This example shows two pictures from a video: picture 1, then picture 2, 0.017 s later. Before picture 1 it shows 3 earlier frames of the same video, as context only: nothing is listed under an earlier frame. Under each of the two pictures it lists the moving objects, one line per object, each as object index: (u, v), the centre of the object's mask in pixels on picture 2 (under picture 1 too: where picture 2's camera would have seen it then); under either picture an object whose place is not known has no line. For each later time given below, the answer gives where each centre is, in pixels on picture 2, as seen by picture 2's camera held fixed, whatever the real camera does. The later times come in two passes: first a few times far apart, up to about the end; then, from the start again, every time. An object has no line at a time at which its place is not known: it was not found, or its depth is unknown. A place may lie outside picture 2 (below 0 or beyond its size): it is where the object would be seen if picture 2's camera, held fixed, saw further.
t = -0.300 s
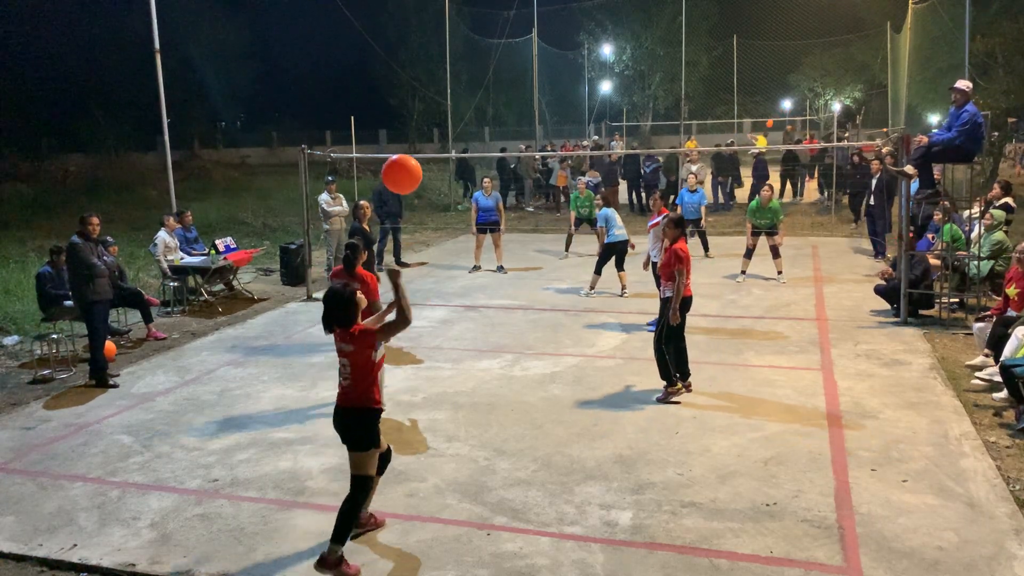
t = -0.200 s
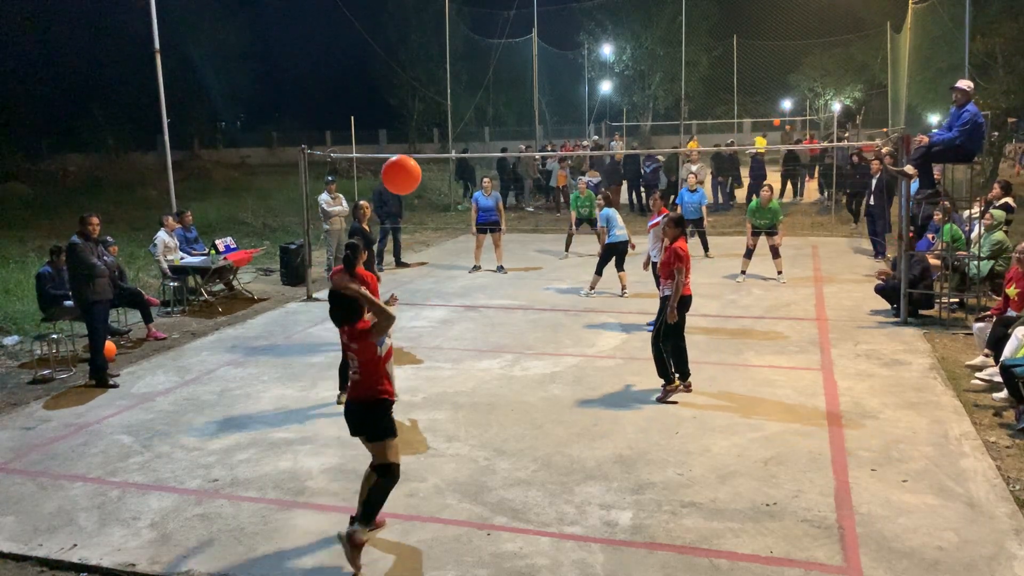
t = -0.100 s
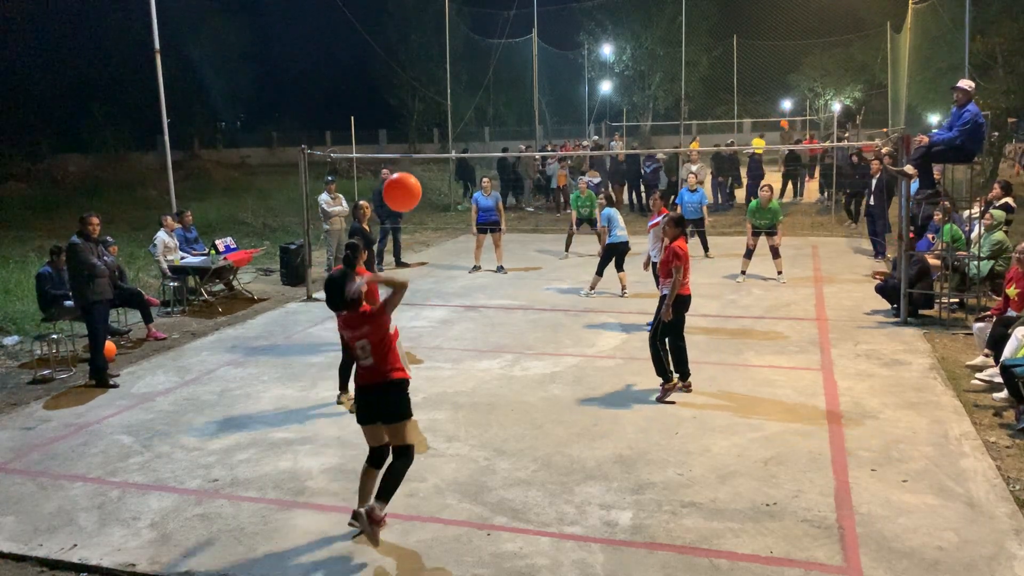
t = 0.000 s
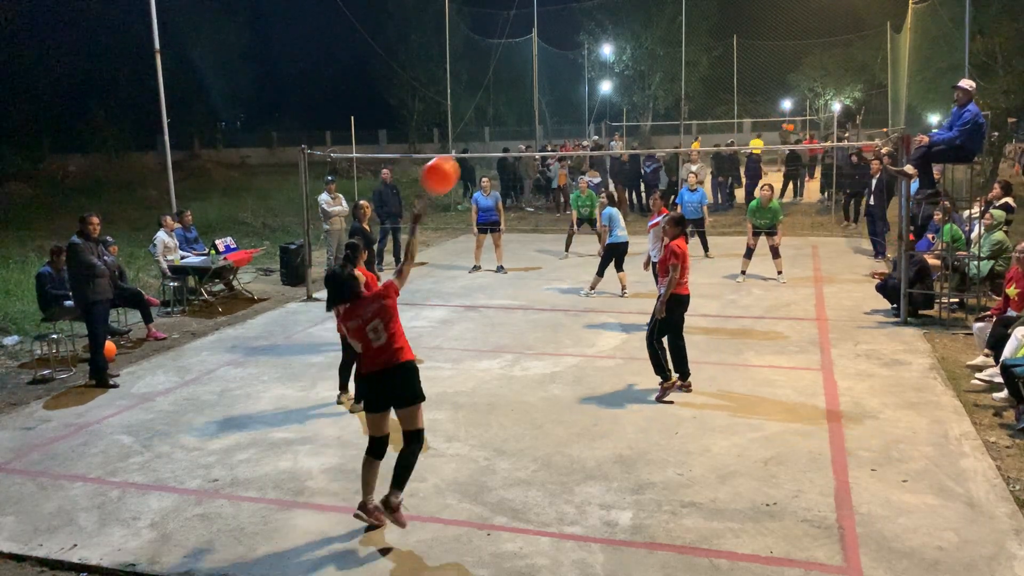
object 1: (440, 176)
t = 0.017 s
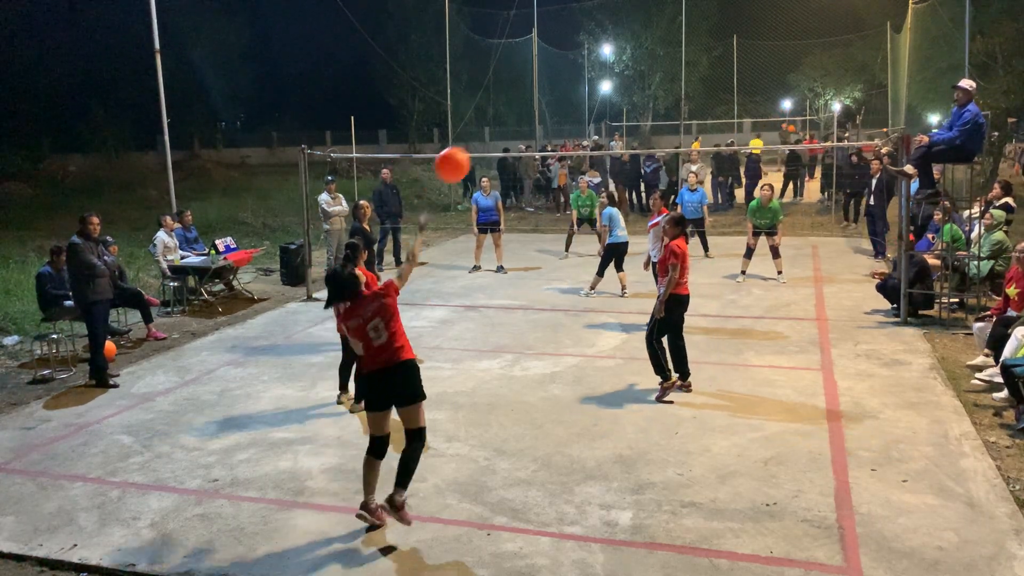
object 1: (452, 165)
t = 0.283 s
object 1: (587, 103)
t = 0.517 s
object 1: (648, 133)
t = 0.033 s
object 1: (465, 154)
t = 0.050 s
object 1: (475, 146)
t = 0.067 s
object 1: (485, 139)
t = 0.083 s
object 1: (496, 132)
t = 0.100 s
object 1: (505, 127)
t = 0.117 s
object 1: (514, 122)
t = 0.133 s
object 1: (523, 117)
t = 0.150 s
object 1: (531, 114)
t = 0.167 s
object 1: (539, 111)
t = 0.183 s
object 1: (547, 108)
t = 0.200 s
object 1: (554, 106)
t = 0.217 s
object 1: (561, 105)
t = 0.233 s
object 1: (568, 104)
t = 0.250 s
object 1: (574, 103)
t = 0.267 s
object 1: (580, 103)
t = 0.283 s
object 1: (587, 103)
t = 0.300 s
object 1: (592, 104)
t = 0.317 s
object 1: (598, 105)
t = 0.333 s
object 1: (603, 106)
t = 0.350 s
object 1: (608, 107)
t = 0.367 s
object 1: (613, 108)
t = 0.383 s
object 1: (618, 111)
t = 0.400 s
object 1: (622, 113)
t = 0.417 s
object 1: (626, 115)
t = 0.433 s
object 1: (631, 117)
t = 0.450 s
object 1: (634, 120)
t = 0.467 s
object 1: (638, 123)
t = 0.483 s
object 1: (642, 126)
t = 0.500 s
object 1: (645, 130)
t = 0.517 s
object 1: (648, 133)
